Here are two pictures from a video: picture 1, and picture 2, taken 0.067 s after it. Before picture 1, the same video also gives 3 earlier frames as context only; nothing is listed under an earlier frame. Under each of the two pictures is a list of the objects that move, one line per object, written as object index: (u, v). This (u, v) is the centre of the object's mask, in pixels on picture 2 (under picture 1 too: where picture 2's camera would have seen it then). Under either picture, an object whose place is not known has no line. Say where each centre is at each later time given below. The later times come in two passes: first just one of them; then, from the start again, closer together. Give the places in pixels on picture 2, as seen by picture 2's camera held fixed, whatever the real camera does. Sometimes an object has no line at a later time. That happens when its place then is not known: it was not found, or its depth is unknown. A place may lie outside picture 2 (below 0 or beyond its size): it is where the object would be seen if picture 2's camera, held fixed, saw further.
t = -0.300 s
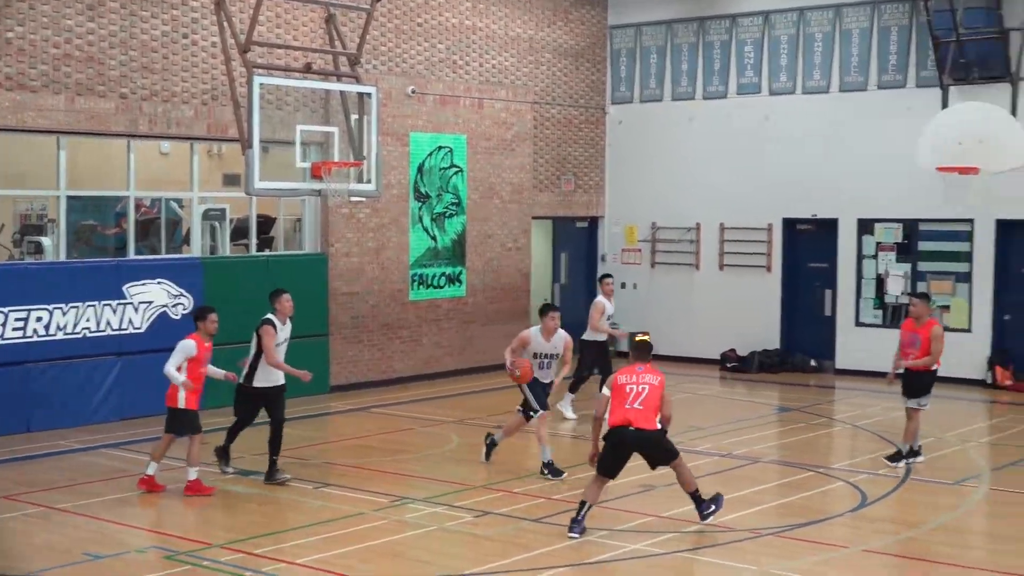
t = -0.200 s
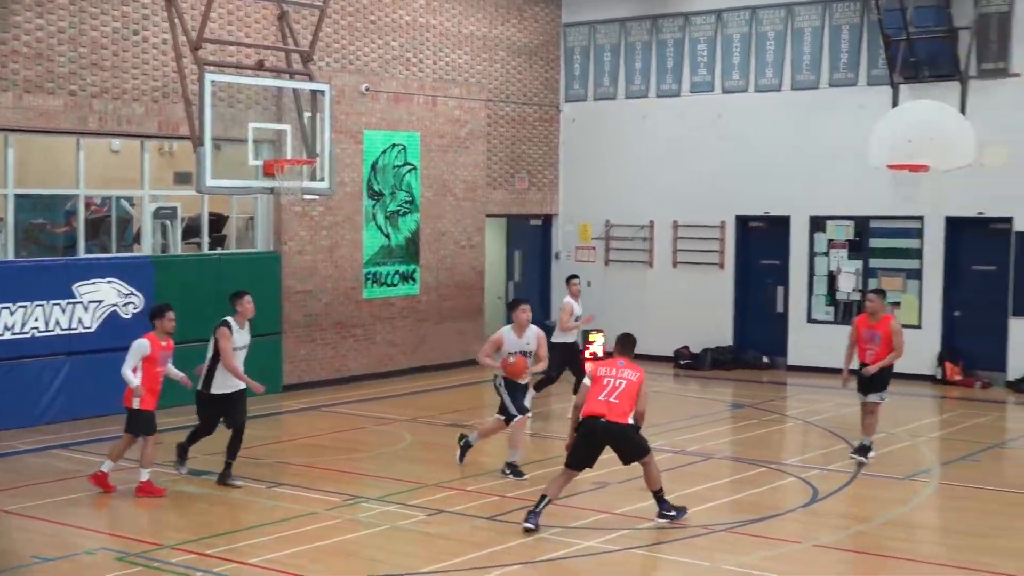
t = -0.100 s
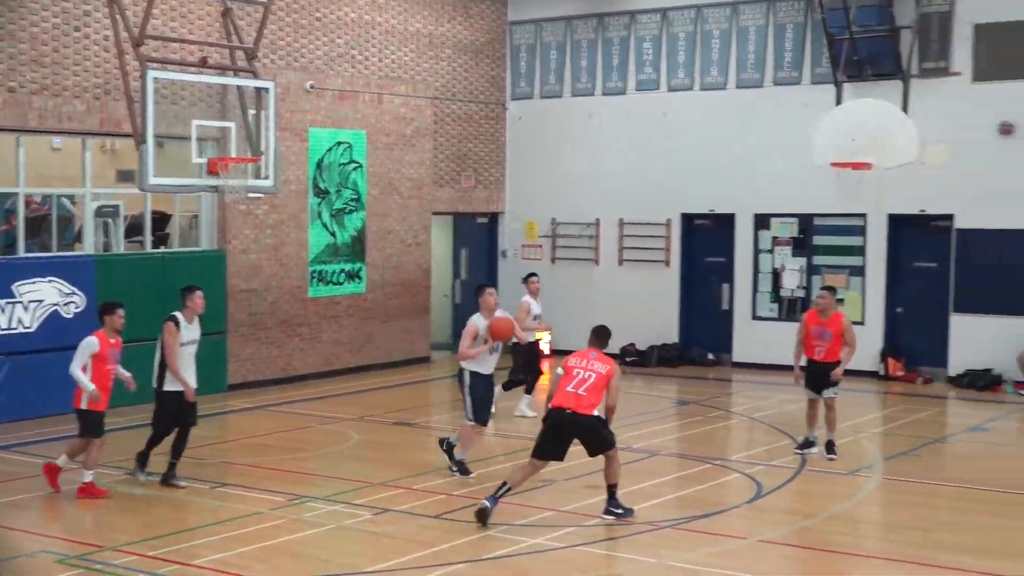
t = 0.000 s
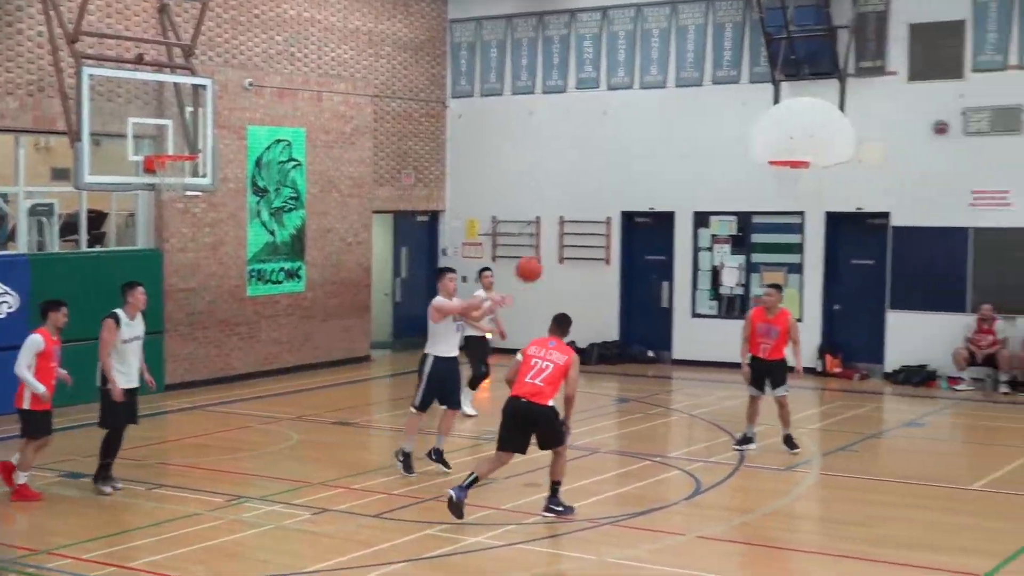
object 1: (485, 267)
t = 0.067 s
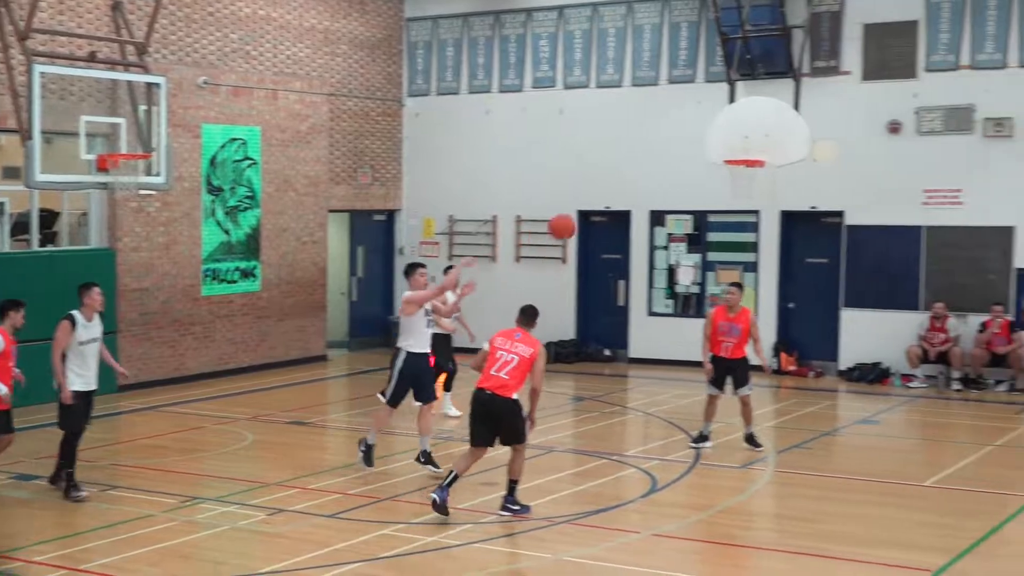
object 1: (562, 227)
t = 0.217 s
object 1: (748, 143)
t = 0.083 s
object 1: (581, 218)
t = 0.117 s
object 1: (622, 198)
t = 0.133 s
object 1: (642, 189)
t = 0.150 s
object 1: (663, 179)
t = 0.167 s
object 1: (684, 170)
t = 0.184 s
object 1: (705, 161)
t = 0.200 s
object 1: (727, 152)
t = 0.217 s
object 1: (748, 143)
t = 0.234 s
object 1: (770, 134)
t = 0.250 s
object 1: (793, 126)
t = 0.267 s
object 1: (816, 118)
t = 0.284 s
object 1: (839, 109)
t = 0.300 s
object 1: (863, 100)
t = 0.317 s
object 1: (887, 93)
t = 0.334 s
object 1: (911, 85)
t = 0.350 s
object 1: (936, 78)
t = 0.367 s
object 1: (961, 70)
